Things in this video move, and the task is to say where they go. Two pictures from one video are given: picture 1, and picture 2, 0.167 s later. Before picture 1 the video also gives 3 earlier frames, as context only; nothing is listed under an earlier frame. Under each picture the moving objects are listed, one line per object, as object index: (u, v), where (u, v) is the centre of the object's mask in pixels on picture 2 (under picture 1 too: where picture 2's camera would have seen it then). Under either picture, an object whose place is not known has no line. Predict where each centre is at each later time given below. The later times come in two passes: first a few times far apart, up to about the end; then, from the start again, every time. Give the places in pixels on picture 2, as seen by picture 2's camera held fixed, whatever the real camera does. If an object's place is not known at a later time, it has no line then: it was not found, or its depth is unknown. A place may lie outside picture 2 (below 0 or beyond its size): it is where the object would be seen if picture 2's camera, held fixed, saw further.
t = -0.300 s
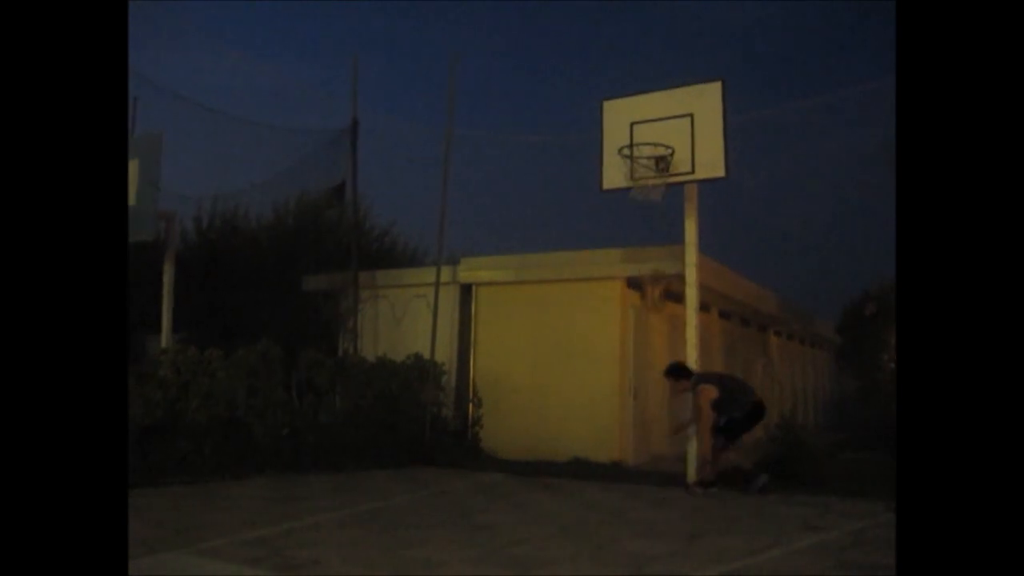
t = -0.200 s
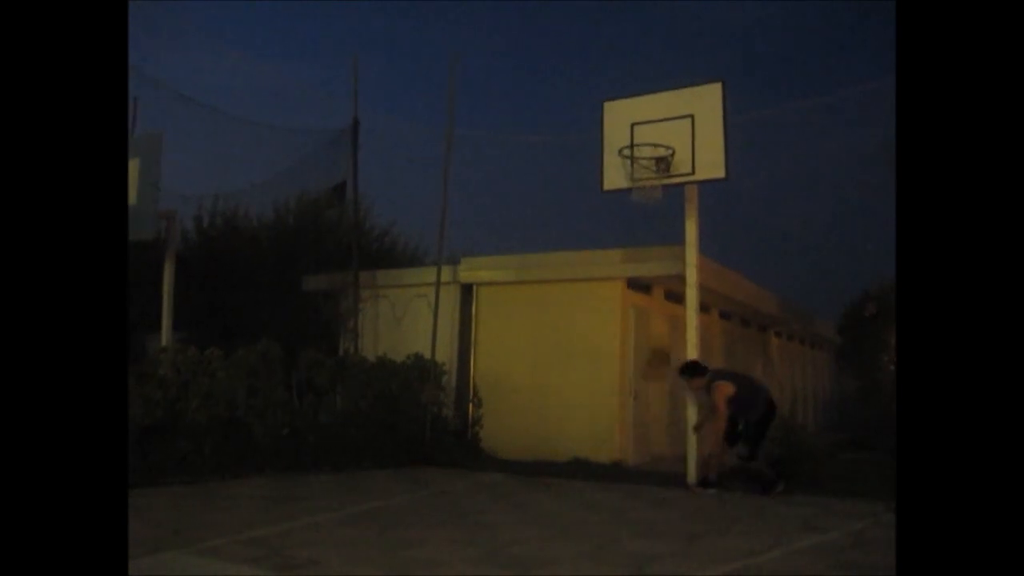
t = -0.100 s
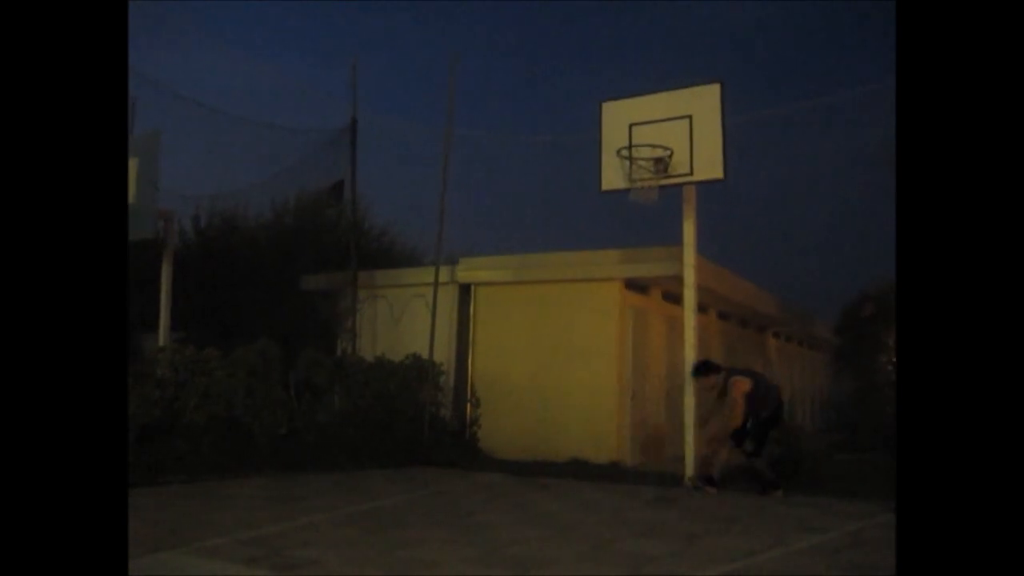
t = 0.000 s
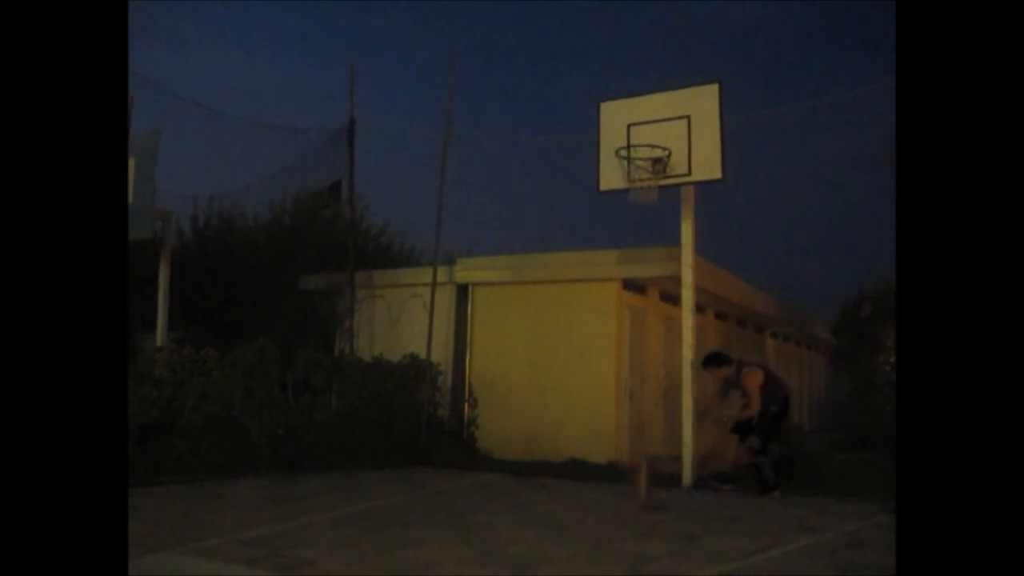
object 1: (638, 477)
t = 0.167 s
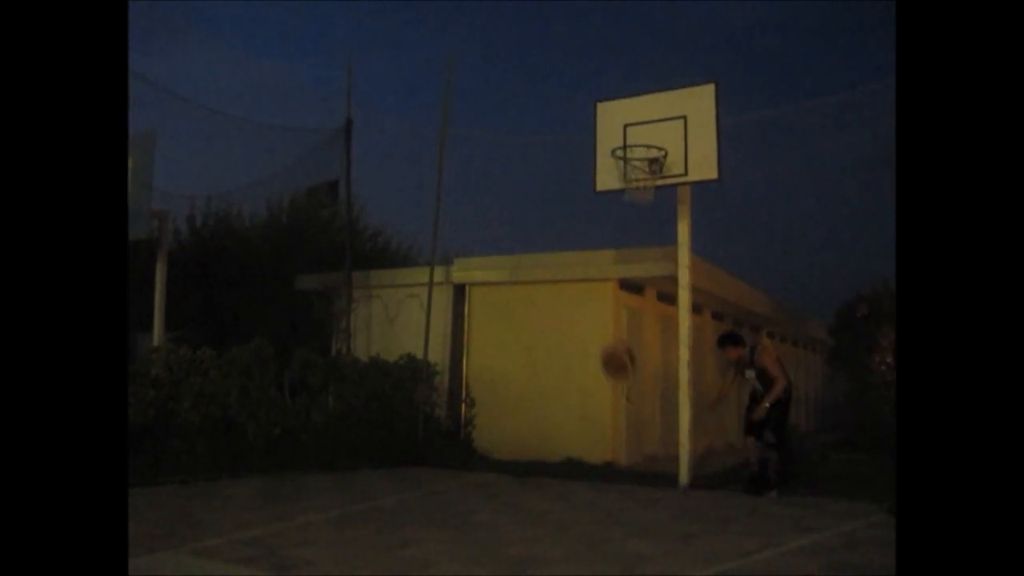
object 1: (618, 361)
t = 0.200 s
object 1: (614, 342)
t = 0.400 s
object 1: (588, 269)
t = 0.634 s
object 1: (559, 254)
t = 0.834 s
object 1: (531, 301)
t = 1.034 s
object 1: (504, 401)
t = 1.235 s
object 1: (479, 457)
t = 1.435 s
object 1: (463, 362)
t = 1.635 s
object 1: (443, 326)
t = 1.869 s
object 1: (421, 349)
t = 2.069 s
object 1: (400, 432)
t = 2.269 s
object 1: (381, 446)
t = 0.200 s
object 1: (614, 342)
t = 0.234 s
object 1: (610, 325)
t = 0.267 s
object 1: (605, 311)
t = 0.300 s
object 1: (600, 298)
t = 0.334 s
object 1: (596, 286)
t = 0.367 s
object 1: (592, 277)
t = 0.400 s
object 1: (588, 269)
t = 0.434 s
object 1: (584, 263)
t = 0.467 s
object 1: (579, 258)
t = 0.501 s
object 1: (575, 254)
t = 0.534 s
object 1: (572, 251)
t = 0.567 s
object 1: (567, 251)
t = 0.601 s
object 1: (563, 252)
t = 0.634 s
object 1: (559, 254)
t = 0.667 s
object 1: (554, 258)
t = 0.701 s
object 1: (550, 264)
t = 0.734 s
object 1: (544, 271)
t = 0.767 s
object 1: (540, 279)
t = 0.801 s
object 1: (535, 289)
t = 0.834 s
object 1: (531, 301)
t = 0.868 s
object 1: (527, 314)
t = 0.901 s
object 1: (523, 329)
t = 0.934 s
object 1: (518, 346)
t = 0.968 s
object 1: (513, 361)
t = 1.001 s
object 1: (508, 381)
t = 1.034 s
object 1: (504, 401)
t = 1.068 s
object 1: (498, 424)
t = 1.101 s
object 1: (494, 449)
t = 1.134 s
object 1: (491, 475)
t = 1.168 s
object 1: (485, 496)
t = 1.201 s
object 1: (481, 479)
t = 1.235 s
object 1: (479, 457)
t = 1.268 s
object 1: (477, 439)
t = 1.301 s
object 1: (474, 417)
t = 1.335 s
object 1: (471, 403)
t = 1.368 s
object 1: (469, 389)
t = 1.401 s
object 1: (466, 376)
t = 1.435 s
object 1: (463, 362)
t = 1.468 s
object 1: (459, 351)
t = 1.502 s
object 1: (456, 343)
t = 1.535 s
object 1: (452, 338)
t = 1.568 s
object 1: (450, 332)
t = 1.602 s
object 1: (447, 328)
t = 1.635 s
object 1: (443, 326)
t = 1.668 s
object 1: (439, 325)
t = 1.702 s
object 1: (438, 325)
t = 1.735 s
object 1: (435, 327)
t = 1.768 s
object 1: (431, 331)
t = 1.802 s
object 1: (428, 336)
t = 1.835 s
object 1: (424, 341)
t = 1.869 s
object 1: (421, 349)
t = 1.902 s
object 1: (418, 360)
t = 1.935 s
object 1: (415, 370)
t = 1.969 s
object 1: (412, 379)
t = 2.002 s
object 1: (410, 399)
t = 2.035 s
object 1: (405, 415)
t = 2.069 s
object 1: (400, 432)
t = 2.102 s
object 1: (396, 451)
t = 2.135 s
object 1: (390, 473)
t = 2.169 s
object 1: (387, 490)
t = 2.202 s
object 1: (385, 483)
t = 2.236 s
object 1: (383, 462)
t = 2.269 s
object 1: (381, 446)
